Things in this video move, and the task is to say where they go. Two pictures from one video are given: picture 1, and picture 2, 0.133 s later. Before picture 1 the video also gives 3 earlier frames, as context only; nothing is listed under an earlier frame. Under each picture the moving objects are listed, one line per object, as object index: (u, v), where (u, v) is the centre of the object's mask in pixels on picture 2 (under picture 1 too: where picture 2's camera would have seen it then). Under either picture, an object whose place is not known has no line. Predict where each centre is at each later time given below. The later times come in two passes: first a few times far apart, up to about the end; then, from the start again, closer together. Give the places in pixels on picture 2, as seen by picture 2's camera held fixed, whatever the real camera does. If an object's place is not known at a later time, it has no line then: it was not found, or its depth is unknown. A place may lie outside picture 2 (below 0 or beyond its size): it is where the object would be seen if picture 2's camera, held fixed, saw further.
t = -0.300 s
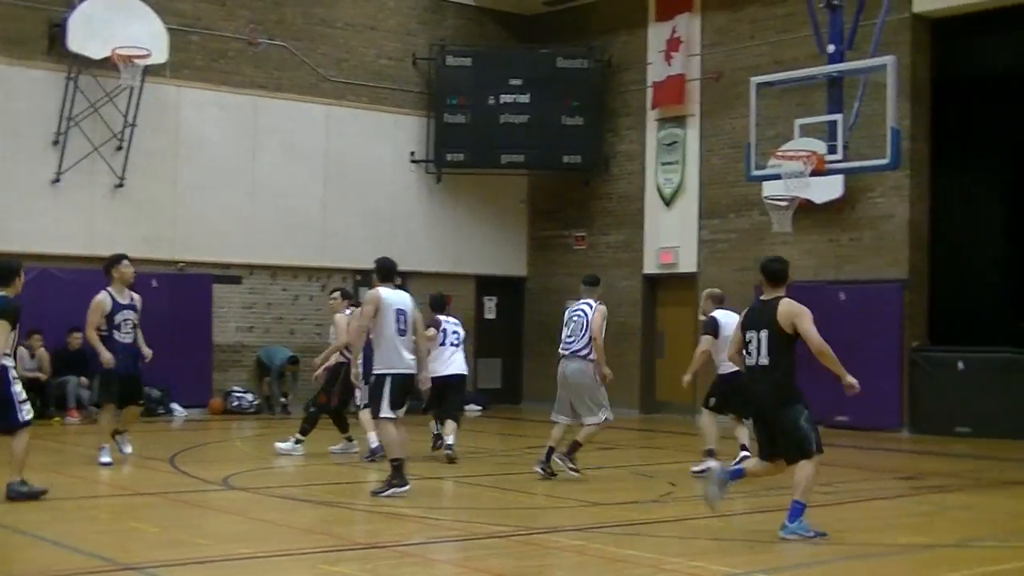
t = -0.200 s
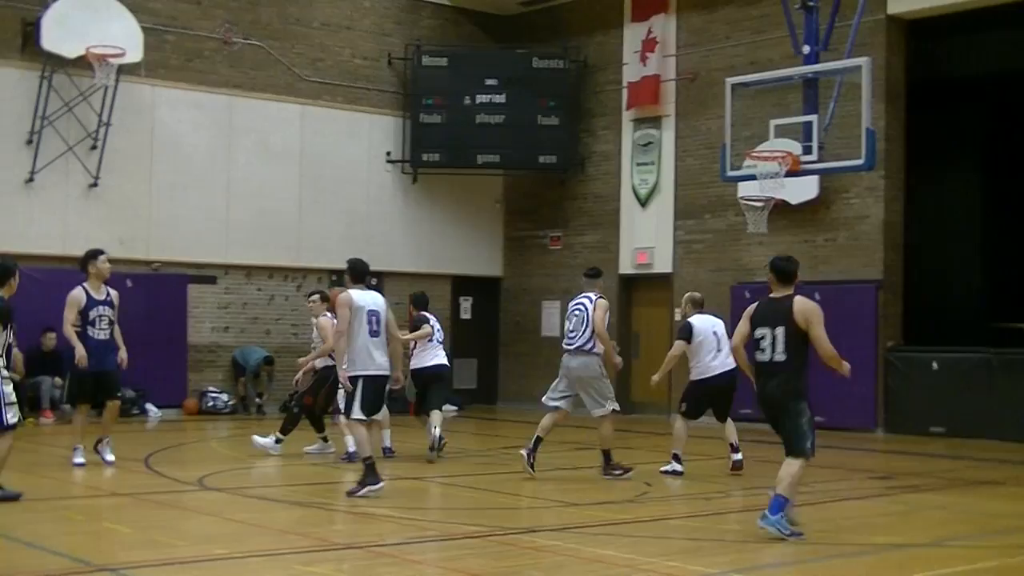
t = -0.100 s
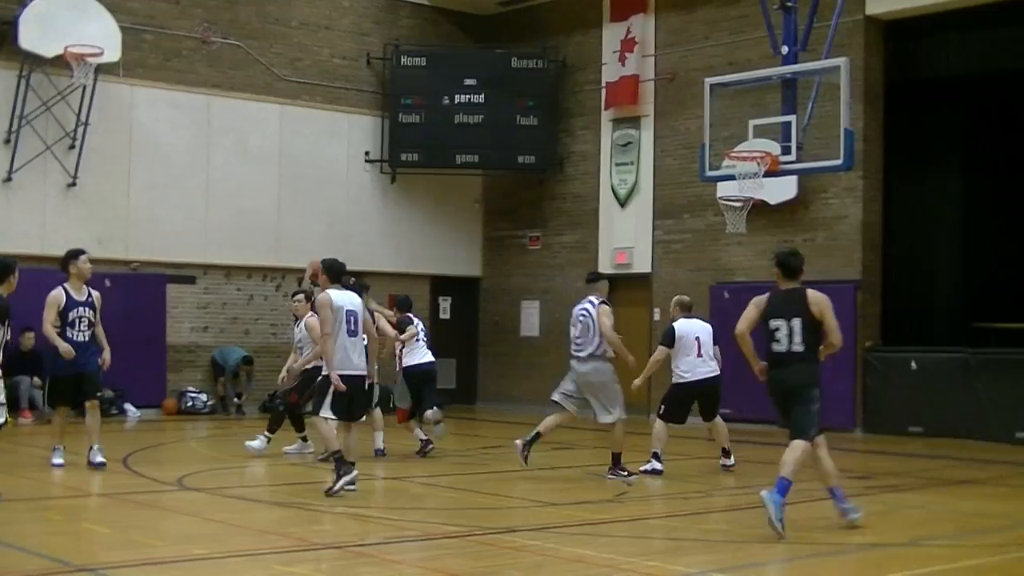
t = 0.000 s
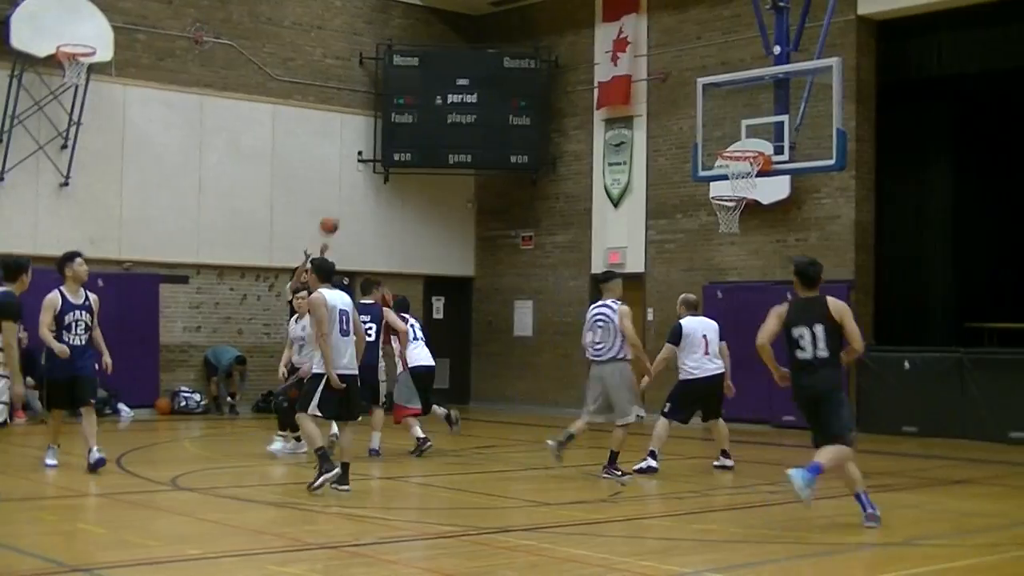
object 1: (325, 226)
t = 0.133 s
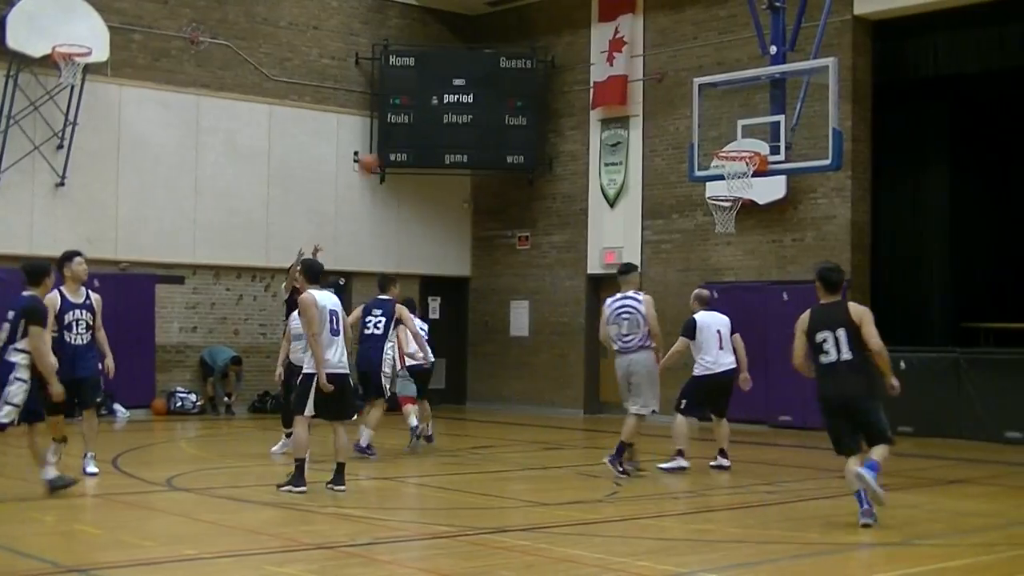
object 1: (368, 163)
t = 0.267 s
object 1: (415, 114)
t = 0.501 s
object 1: (496, 59)
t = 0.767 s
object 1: (597, 47)
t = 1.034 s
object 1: (707, 99)
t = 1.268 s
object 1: (745, 90)
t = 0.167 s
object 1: (380, 151)
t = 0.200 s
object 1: (391, 137)
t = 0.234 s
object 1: (402, 125)
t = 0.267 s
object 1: (415, 114)
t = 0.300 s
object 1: (425, 104)
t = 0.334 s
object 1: (436, 94)
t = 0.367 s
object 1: (448, 85)
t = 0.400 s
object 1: (461, 78)
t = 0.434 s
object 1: (473, 70)
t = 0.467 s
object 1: (484, 65)
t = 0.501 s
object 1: (496, 59)
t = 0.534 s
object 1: (509, 53)
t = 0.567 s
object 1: (521, 49)
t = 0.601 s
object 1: (535, 47)
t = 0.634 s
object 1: (545, 46)
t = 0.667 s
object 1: (558, 44)
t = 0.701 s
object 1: (571, 43)
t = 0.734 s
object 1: (583, 43)
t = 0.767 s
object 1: (597, 47)
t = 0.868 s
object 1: (637, 59)
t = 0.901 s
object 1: (652, 65)
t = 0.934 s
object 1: (664, 71)
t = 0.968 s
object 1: (676, 79)
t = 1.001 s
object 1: (692, 89)
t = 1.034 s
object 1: (707, 99)
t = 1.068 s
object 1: (720, 110)
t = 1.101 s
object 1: (734, 124)
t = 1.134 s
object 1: (749, 137)
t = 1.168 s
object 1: (753, 135)
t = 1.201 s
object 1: (752, 119)
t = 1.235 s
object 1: (748, 104)
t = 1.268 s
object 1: (745, 90)
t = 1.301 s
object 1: (741, 77)
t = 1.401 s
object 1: (731, 43)
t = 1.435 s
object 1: (730, 34)
